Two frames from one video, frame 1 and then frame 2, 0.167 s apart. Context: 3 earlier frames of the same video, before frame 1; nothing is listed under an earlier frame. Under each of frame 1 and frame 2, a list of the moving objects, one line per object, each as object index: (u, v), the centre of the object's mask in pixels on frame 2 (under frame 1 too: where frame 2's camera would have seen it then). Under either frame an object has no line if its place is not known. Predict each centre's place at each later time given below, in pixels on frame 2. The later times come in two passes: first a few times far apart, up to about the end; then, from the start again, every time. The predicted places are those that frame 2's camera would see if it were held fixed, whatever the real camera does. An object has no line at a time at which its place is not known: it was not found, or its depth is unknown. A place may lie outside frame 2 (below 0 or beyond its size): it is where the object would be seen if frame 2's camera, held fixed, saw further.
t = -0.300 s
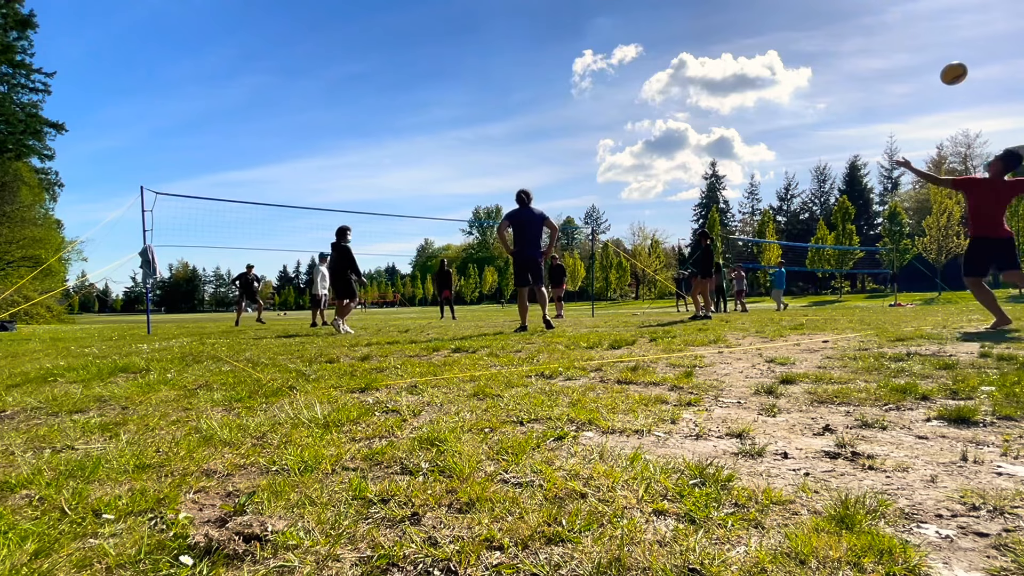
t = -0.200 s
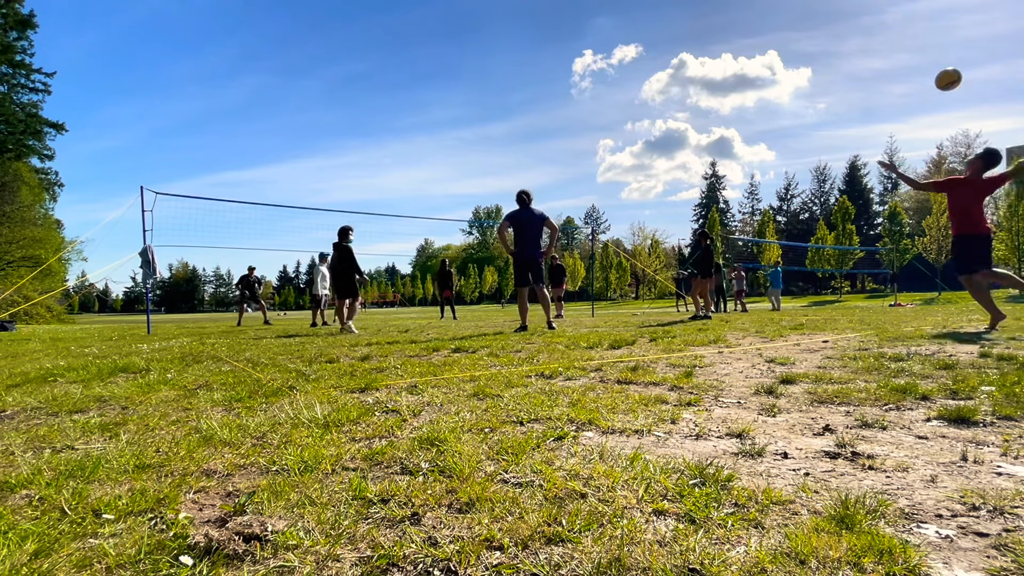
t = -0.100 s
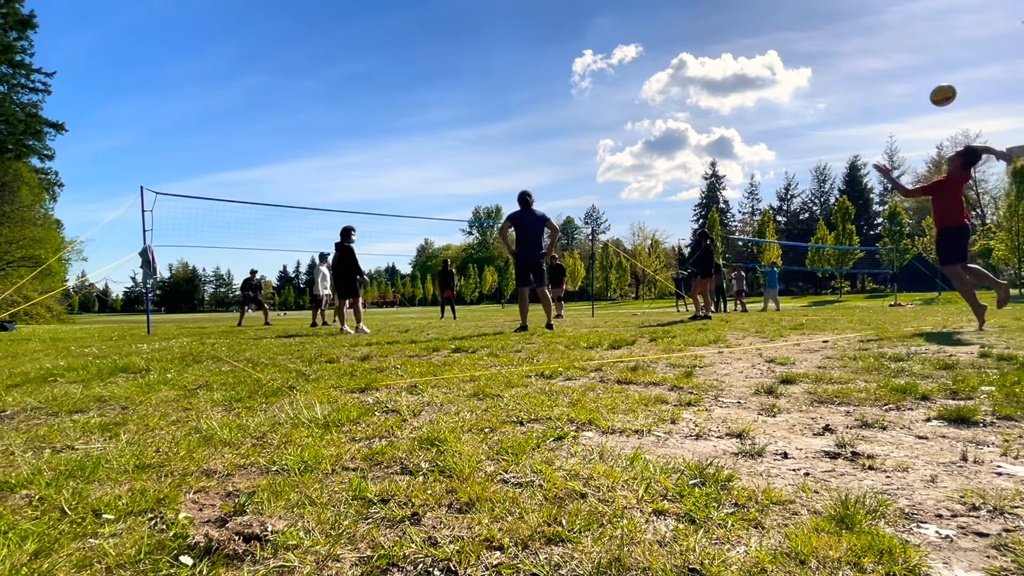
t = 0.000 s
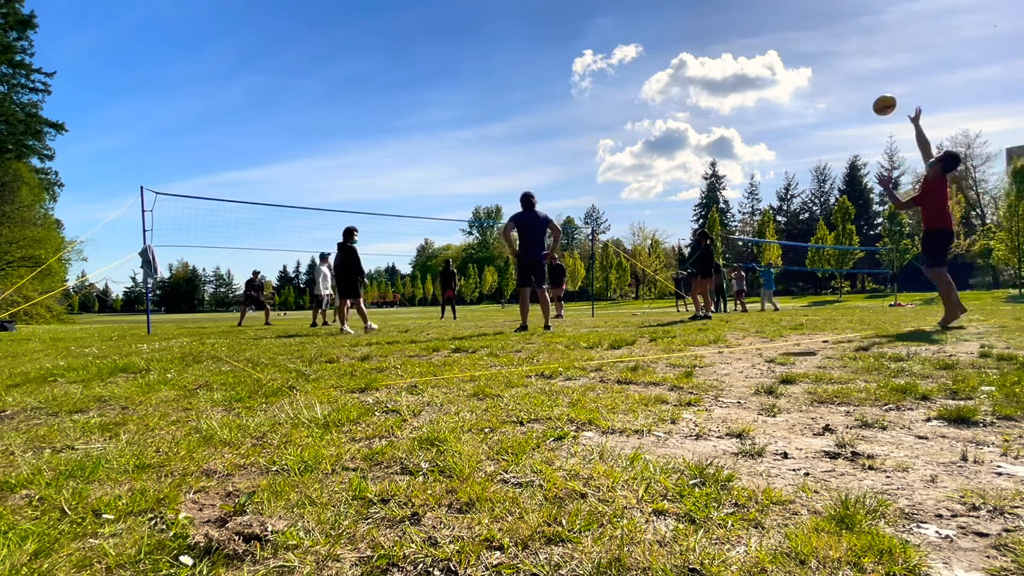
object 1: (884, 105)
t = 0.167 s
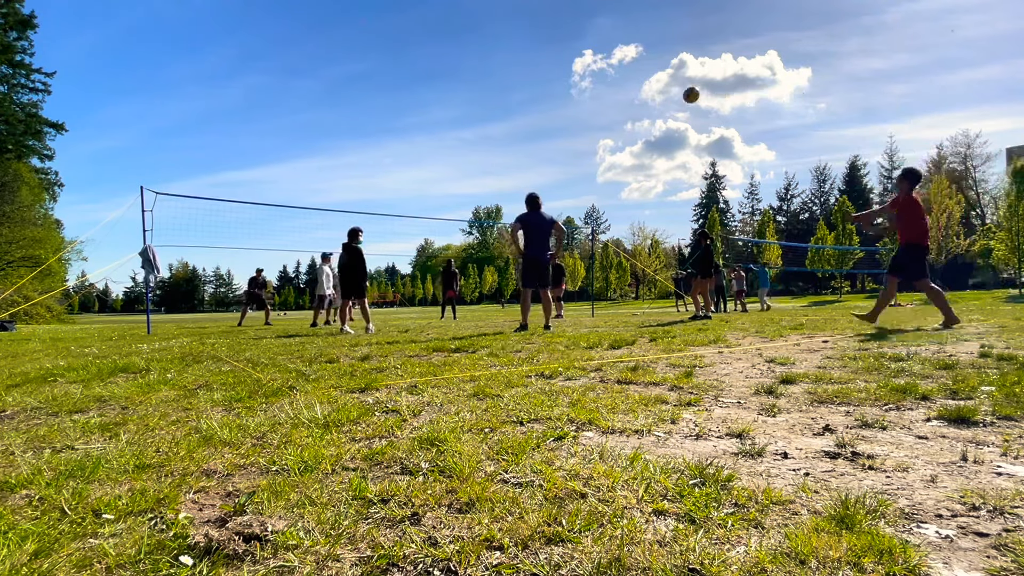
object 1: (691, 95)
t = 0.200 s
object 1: (662, 96)
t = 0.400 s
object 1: (536, 113)
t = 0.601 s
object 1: (454, 146)
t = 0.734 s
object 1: (415, 173)
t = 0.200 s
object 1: (662, 96)
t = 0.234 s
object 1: (637, 97)
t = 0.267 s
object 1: (613, 99)
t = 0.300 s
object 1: (591, 102)
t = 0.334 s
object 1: (571, 105)
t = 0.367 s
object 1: (553, 109)
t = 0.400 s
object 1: (536, 113)
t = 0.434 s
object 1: (520, 117)
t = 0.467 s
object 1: (505, 122)
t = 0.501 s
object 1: (491, 127)
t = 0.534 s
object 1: (478, 133)
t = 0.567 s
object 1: (465, 139)
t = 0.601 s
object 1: (454, 146)
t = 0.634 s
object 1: (443, 152)
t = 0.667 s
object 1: (433, 159)
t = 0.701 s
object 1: (424, 166)
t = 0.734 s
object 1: (415, 173)
